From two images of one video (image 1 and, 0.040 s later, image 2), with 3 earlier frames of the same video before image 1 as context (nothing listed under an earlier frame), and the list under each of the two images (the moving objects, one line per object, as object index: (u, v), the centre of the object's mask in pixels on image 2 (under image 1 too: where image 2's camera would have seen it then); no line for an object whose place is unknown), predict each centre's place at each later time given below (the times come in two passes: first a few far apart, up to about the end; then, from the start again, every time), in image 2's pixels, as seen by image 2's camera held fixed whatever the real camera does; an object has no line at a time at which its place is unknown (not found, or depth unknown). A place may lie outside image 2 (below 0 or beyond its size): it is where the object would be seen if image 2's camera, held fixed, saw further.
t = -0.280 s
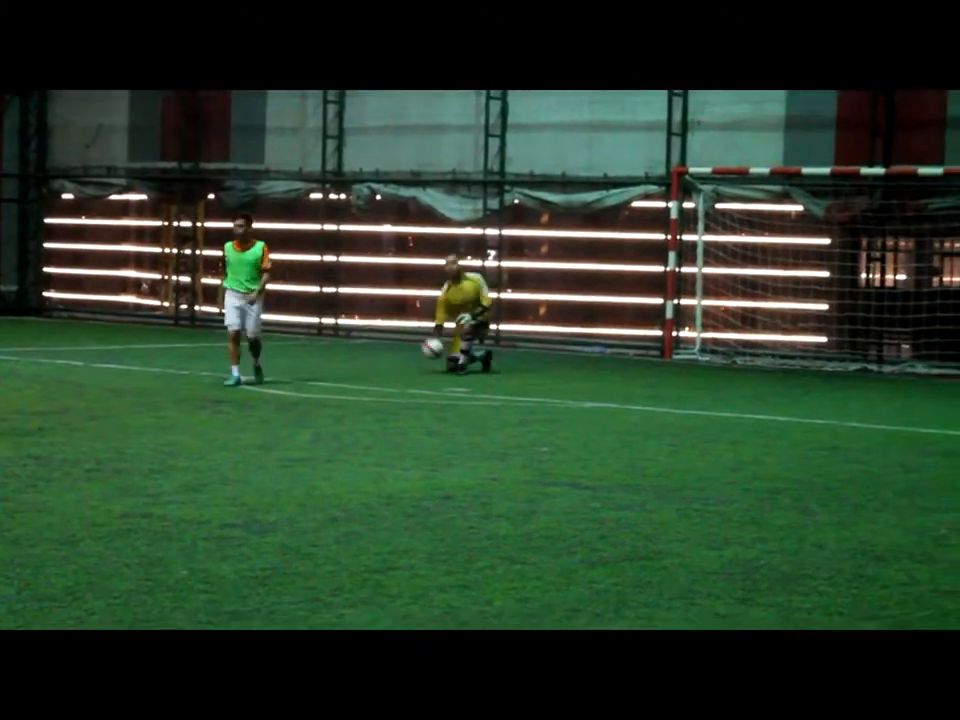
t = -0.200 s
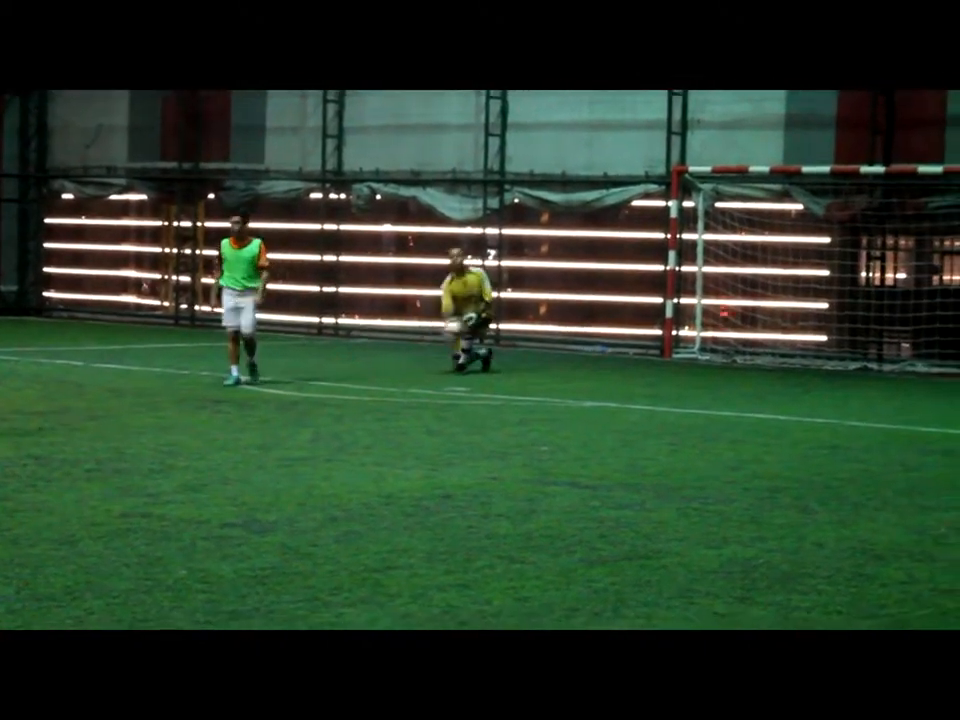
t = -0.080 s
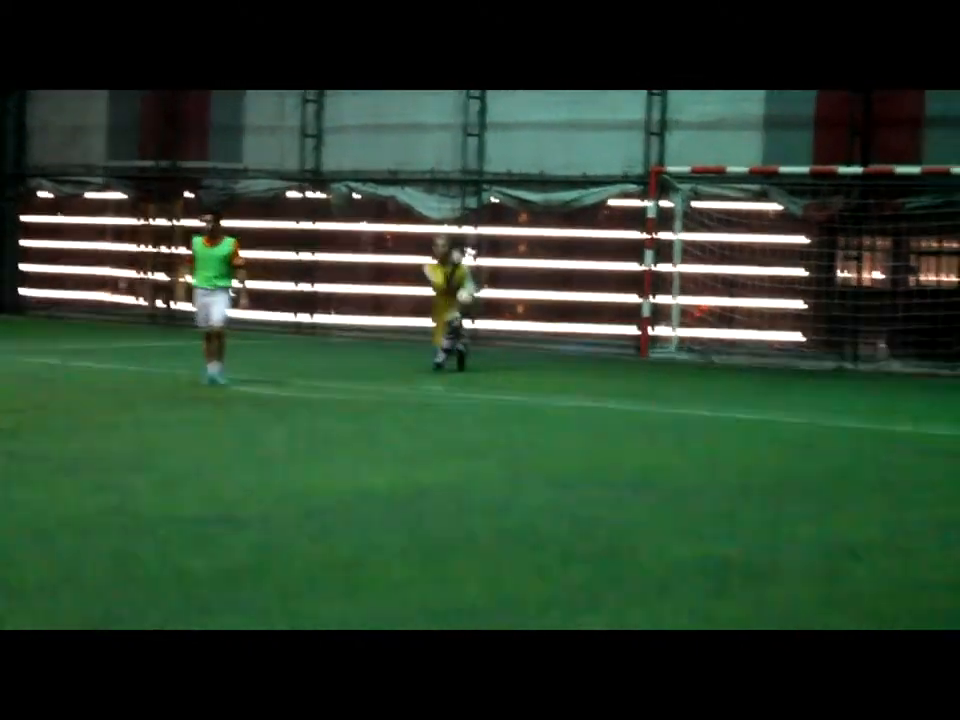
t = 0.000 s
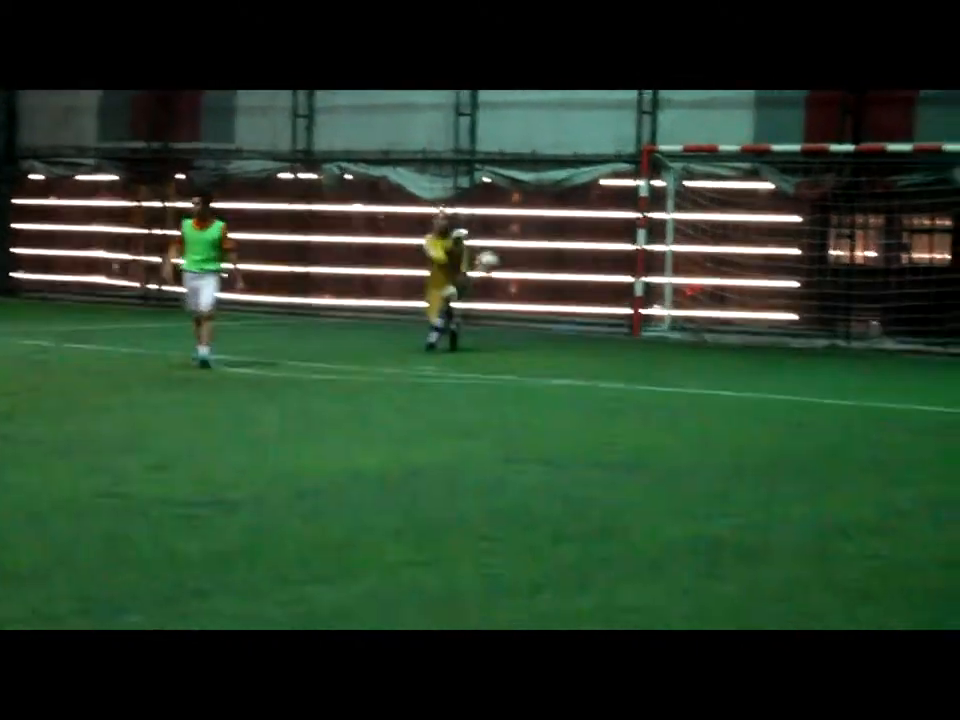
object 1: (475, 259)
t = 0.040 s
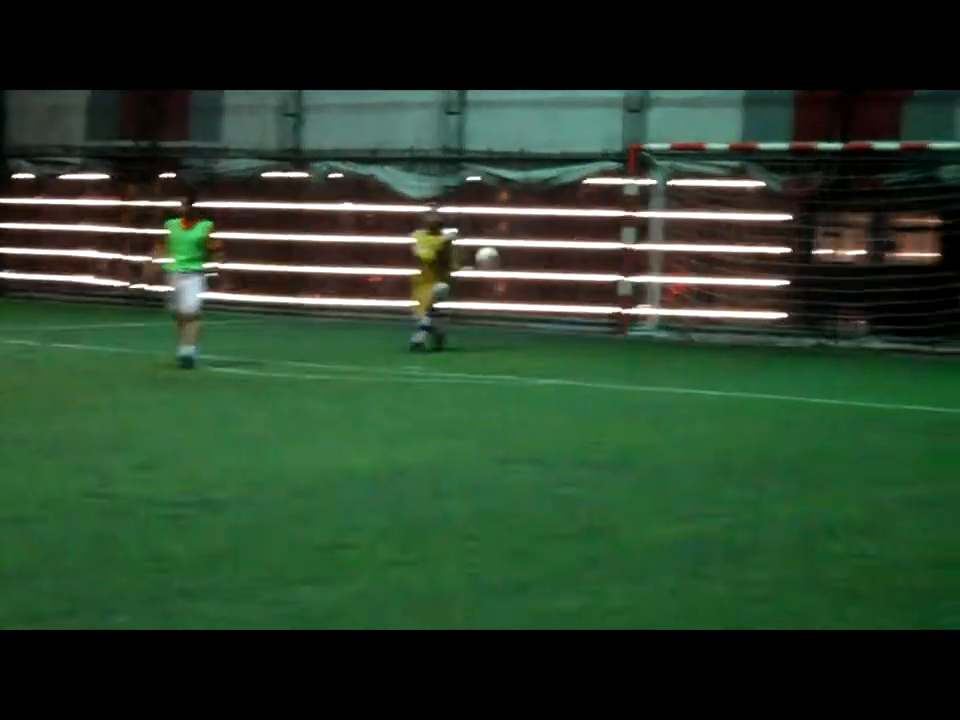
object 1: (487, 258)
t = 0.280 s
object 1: (577, 273)
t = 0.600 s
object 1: (714, 385)
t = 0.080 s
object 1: (500, 257)
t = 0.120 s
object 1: (515, 256)
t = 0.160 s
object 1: (530, 257)
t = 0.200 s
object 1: (544, 259)
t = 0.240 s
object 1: (561, 266)
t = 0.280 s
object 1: (577, 273)
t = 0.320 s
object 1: (592, 285)
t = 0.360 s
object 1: (612, 297)
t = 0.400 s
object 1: (628, 312)
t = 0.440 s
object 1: (645, 331)
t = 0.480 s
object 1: (667, 357)
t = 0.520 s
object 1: (684, 386)
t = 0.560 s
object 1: (696, 401)
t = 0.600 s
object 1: (714, 385)
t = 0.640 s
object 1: (728, 368)
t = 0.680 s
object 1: (741, 356)
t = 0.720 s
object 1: (756, 347)
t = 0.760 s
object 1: (771, 340)
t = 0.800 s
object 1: (786, 335)
